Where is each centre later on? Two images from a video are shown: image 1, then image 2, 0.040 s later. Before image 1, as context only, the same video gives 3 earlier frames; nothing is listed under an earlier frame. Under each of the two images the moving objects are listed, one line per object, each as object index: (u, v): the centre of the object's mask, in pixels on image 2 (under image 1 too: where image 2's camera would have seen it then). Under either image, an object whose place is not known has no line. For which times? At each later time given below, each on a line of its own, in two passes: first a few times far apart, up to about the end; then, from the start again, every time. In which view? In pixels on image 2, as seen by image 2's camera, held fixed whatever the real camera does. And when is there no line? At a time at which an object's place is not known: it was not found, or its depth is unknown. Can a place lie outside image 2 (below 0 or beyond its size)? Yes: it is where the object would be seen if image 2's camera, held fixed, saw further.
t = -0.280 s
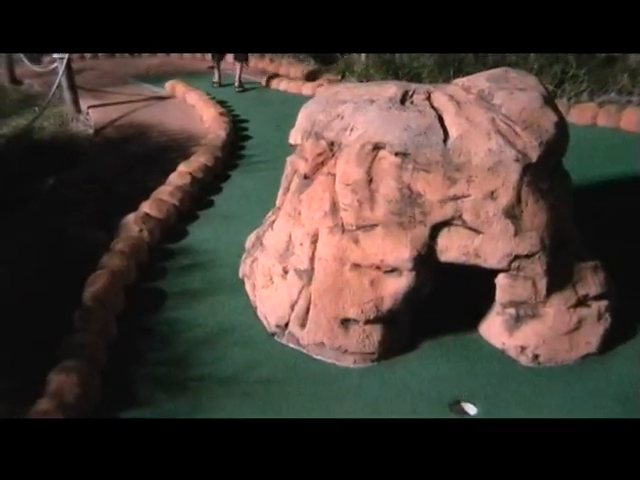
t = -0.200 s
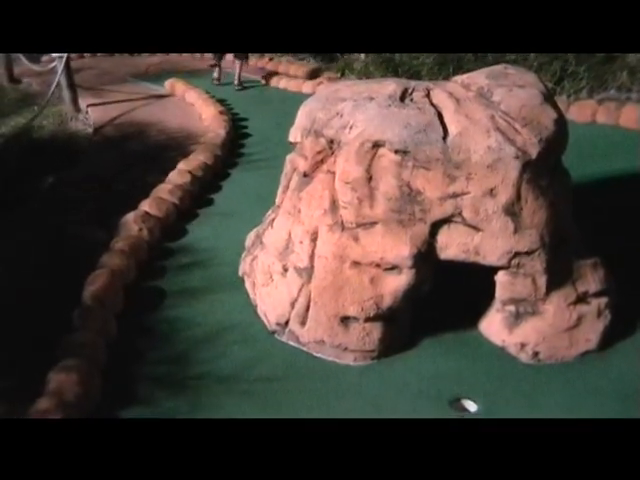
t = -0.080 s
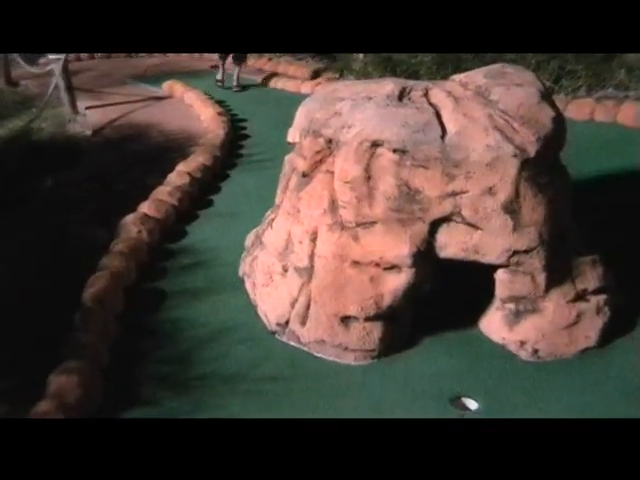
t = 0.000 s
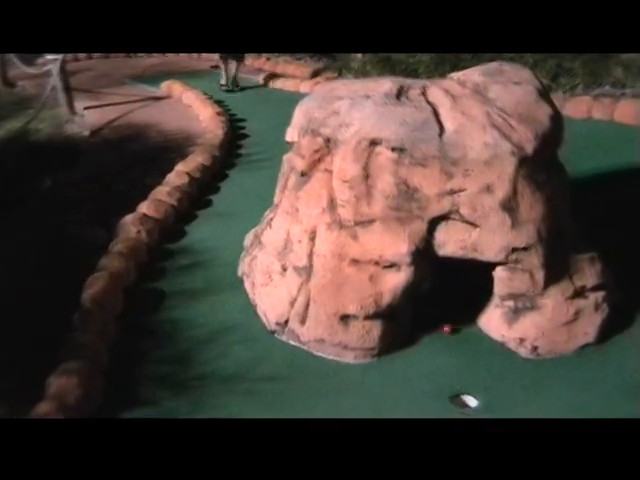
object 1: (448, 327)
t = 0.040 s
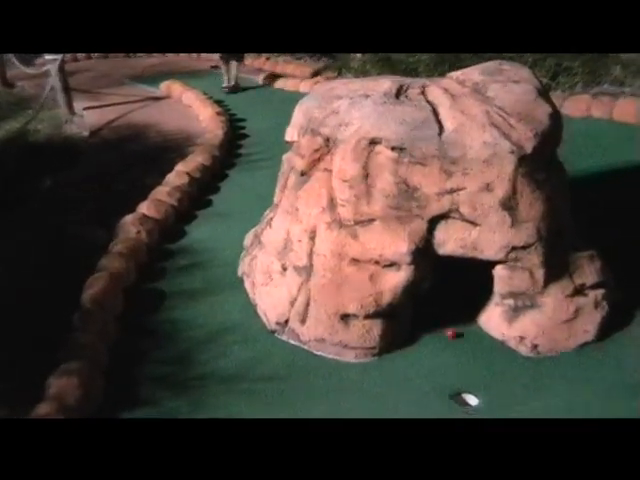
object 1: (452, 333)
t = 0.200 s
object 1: (462, 356)
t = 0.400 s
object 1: (478, 386)
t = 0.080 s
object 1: (454, 339)
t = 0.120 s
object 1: (458, 343)
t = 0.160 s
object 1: (461, 350)
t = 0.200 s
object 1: (462, 356)
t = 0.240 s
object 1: (466, 361)
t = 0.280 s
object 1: (469, 367)
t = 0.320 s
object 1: (472, 374)
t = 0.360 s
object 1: (475, 380)
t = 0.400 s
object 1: (478, 386)
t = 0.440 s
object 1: (481, 392)
